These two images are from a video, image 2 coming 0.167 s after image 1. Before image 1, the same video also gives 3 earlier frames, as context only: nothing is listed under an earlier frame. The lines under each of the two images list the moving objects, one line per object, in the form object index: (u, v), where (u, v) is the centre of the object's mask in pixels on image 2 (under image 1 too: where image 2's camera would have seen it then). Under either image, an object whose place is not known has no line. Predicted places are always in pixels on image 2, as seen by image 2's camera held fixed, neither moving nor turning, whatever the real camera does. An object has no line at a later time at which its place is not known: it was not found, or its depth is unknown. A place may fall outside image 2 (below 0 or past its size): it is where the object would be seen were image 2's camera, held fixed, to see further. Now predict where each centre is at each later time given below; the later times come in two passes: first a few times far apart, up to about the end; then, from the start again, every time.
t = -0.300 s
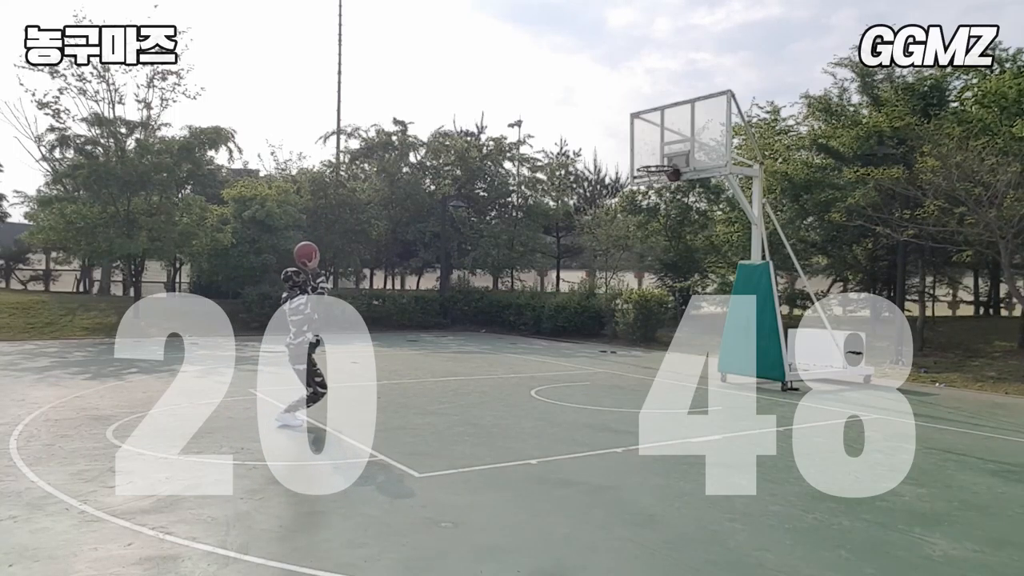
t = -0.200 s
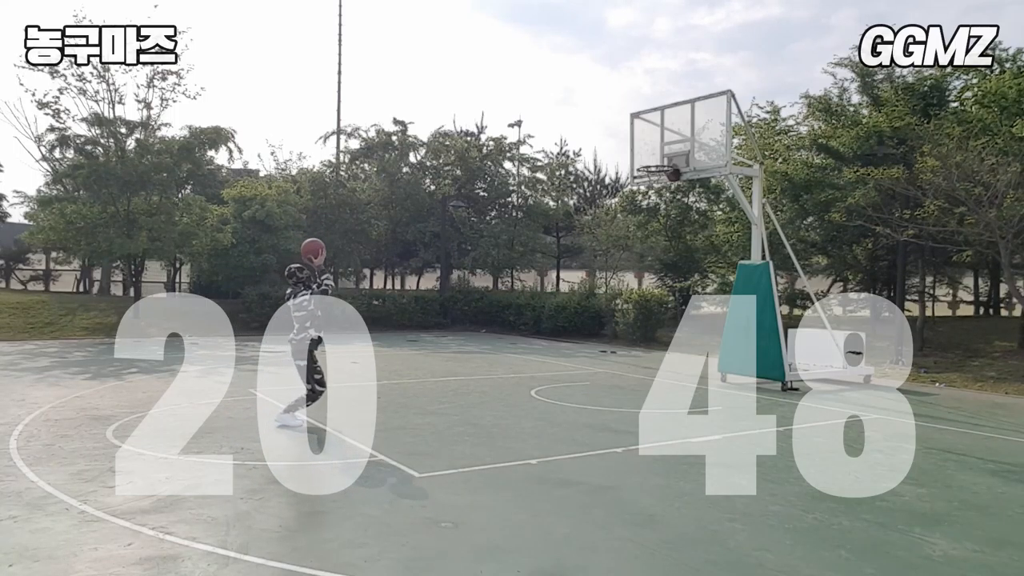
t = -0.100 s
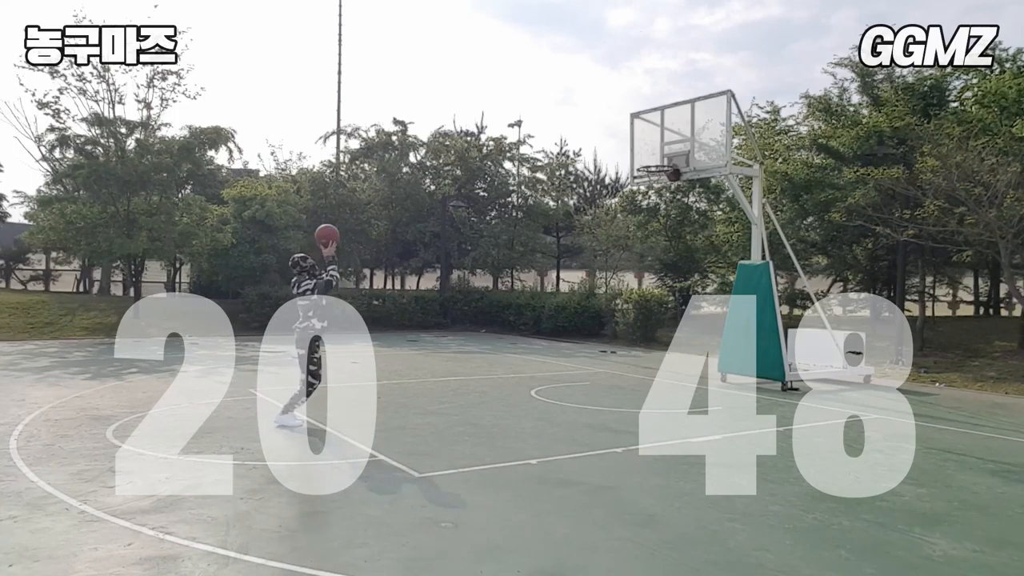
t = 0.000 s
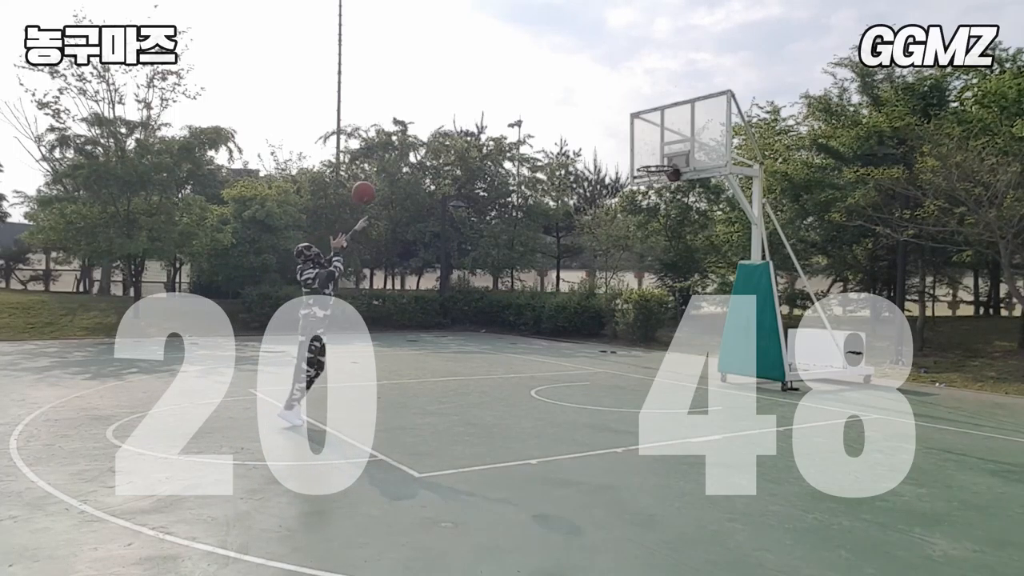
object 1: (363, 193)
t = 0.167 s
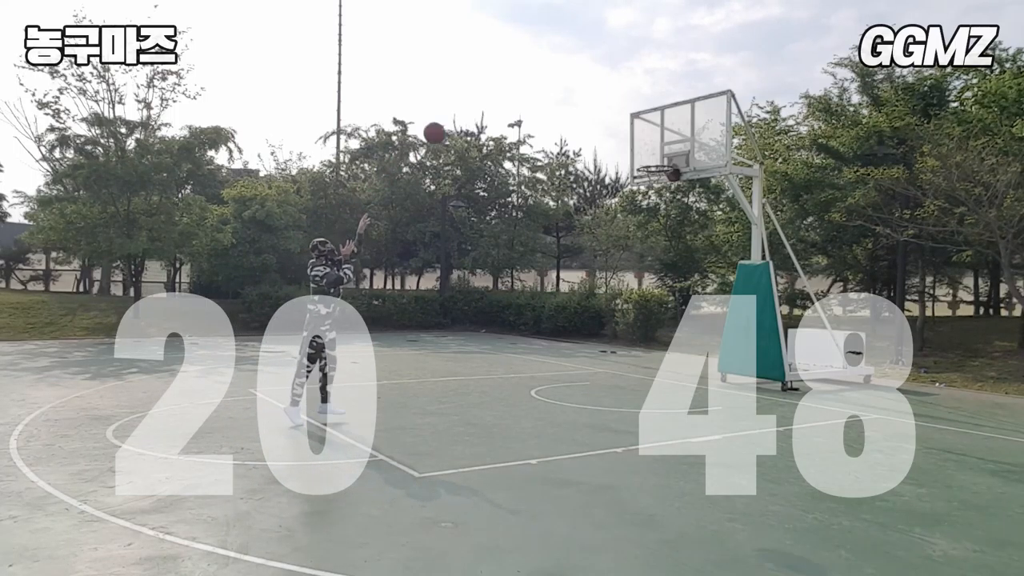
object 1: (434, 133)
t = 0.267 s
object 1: (473, 111)
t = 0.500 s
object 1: (554, 97)
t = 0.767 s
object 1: (632, 134)
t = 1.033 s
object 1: (647, 181)
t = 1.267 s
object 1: (640, 206)
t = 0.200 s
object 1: (447, 124)
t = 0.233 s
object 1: (460, 117)
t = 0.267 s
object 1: (473, 111)
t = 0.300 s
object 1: (485, 106)
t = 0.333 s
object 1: (497, 102)
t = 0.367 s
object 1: (509, 99)
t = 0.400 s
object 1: (521, 97)
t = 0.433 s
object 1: (532, 96)
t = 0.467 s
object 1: (543, 96)
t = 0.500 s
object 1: (554, 97)
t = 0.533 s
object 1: (564, 98)
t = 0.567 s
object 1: (574, 101)
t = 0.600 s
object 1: (584, 105)
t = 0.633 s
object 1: (594, 109)
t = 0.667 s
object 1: (604, 114)
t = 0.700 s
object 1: (614, 120)
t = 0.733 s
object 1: (623, 127)
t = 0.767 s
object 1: (632, 134)
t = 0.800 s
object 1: (641, 142)
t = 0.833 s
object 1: (650, 151)
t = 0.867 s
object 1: (658, 159)
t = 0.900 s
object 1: (663, 169)
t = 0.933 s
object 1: (658, 177)
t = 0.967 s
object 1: (653, 179)
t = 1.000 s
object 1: (649, 180)
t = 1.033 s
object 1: (647, 181)
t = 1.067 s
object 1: (646, 183)
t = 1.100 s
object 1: (644, 185)
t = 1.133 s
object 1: (644, 188)
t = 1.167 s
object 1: (642, 192)
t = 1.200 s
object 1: (641, 196)
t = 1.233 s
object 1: (641, 200)
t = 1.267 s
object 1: (640, 206)
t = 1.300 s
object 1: (639, 213)
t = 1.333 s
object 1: (638, 221)
